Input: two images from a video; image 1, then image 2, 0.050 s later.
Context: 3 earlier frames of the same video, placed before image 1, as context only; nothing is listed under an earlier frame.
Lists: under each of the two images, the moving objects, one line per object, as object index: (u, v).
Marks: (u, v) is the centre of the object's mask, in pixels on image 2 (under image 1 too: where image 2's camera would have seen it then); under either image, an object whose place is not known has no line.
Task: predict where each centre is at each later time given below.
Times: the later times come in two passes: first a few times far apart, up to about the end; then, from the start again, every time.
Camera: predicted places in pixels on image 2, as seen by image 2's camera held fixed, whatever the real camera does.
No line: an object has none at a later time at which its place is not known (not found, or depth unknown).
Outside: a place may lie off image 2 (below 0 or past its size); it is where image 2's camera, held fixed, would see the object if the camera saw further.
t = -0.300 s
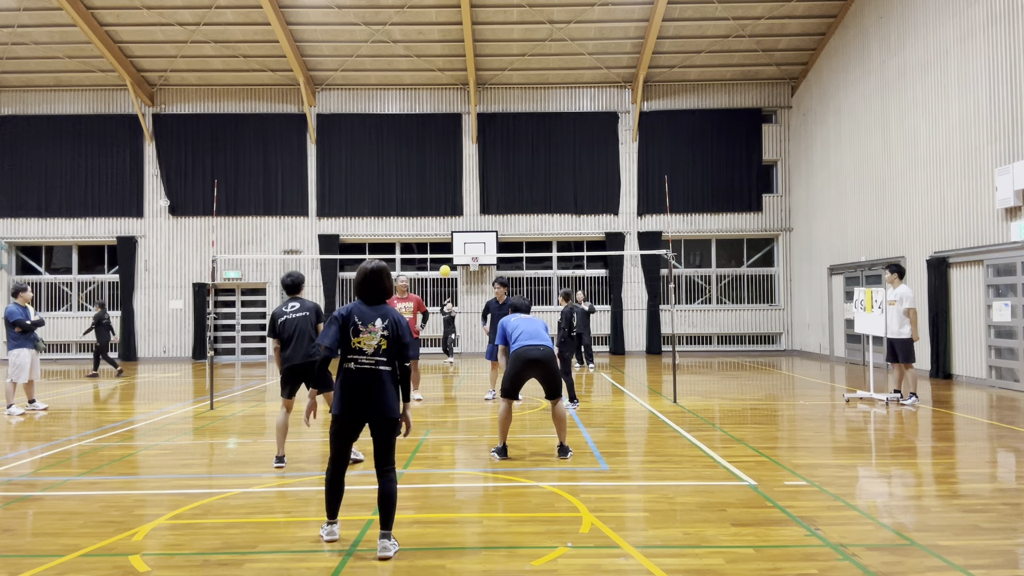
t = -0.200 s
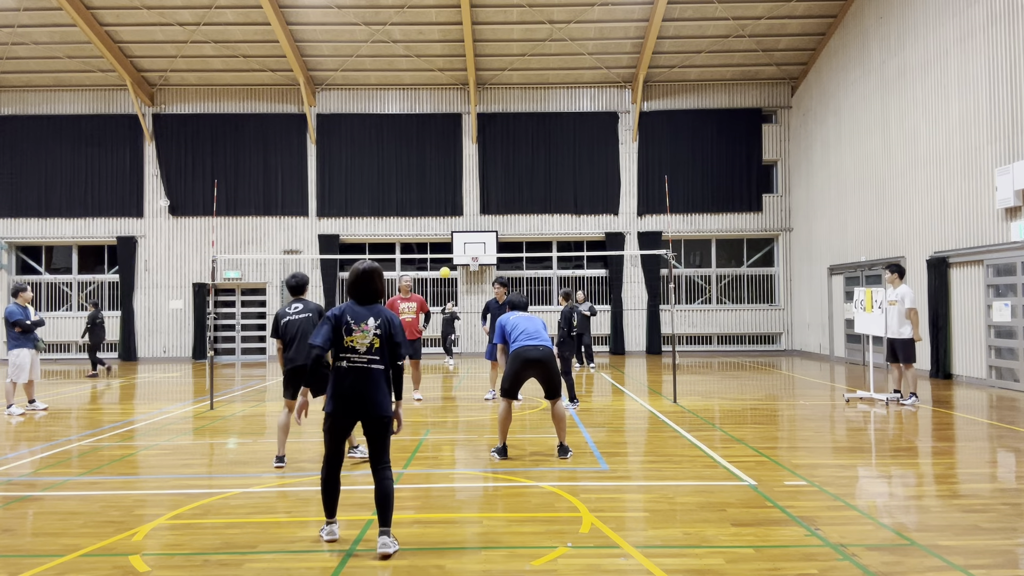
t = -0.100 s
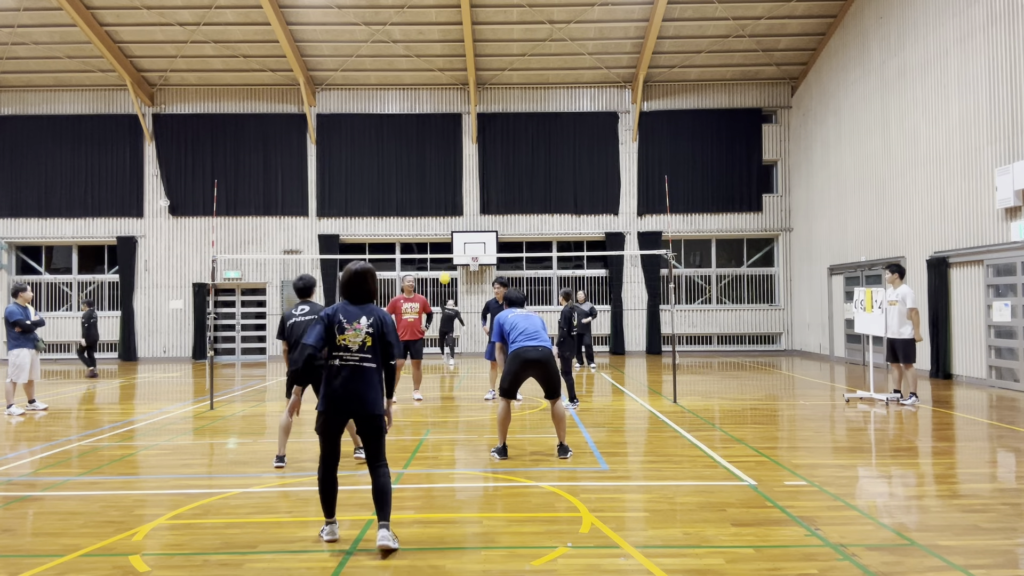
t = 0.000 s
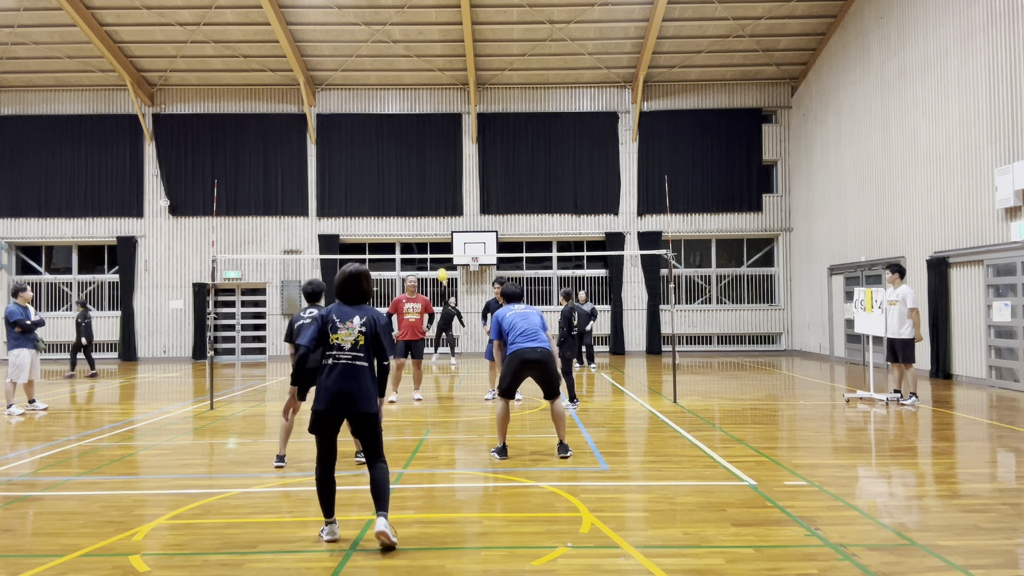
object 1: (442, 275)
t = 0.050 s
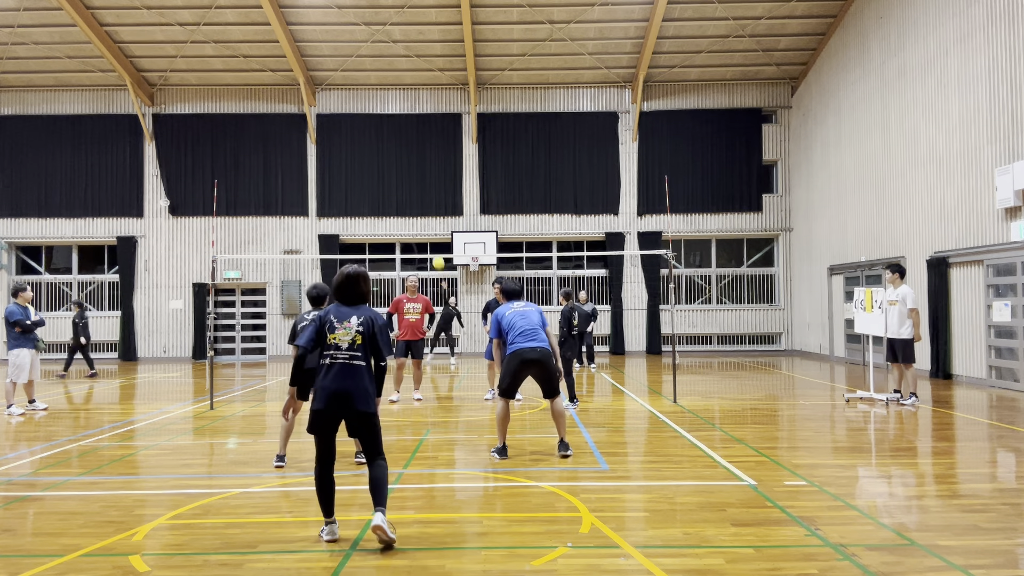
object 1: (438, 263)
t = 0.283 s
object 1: (419, 210)
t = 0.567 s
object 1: (388, 157)
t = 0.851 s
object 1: (344, 137)
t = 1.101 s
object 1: (289, 183)
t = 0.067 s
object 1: (437, 259)
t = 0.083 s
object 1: (435, 255)
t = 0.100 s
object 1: (434, 249)
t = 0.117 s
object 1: (433, 247)
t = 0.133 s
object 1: (432, 244)
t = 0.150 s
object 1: (430, 240)
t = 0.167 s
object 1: (429, 235)
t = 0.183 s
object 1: (428, 232)
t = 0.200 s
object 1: (426, 228)
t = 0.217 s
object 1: (424, 224)
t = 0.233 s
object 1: (423, 220)
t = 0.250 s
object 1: (421, 216)
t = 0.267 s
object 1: (420, 213)
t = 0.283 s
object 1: (419, 210)
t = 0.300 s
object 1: (417, 207)
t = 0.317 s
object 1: (416, 203)
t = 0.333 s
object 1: (414, 200)
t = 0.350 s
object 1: (413, 196)
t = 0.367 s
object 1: (411, 193)
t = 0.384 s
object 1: (409, 189)
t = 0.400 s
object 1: (408, 186)
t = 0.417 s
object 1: (406, 183)
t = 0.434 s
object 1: (404, 180)
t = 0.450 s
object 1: (402, 177)
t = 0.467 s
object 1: (400, 174)
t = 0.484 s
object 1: (398, 171)
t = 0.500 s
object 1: (396, 168)
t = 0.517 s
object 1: (394, 165)
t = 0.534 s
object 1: (392, 162)
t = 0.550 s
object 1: (390, 160)
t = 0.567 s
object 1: (388, 157)
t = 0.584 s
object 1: (386, 155)
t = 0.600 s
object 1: (384, 153)
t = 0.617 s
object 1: (381, 151)
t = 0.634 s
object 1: (379, 149)
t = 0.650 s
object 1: (377, 147)
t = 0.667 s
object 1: (374, 145)
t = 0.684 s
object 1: (372, 144)
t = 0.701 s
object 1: (369, 142)
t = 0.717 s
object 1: (367, 141)
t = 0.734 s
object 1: (364, 140)
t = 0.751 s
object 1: (362, 138)
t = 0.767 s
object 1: (359, 138)
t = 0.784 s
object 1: (356, 137)
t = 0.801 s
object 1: (353, 137)
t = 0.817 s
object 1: (350, 136)
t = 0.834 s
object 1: (347, 137)
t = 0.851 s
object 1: (344, 137)
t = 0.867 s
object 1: (341, 138)
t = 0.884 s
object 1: (338, 139)
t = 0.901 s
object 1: (335, 140)
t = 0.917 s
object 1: (332, 142)
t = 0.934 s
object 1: (328, 144)
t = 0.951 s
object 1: (325, 146)
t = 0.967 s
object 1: (321, 148)
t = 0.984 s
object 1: (317, 151)
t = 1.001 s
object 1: (314, 154)
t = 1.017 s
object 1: (310, 158)
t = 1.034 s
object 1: (306, 162)
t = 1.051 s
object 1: (301, 167)
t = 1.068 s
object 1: (297, 172)
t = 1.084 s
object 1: (293, 177)
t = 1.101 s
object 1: (289, 183)
